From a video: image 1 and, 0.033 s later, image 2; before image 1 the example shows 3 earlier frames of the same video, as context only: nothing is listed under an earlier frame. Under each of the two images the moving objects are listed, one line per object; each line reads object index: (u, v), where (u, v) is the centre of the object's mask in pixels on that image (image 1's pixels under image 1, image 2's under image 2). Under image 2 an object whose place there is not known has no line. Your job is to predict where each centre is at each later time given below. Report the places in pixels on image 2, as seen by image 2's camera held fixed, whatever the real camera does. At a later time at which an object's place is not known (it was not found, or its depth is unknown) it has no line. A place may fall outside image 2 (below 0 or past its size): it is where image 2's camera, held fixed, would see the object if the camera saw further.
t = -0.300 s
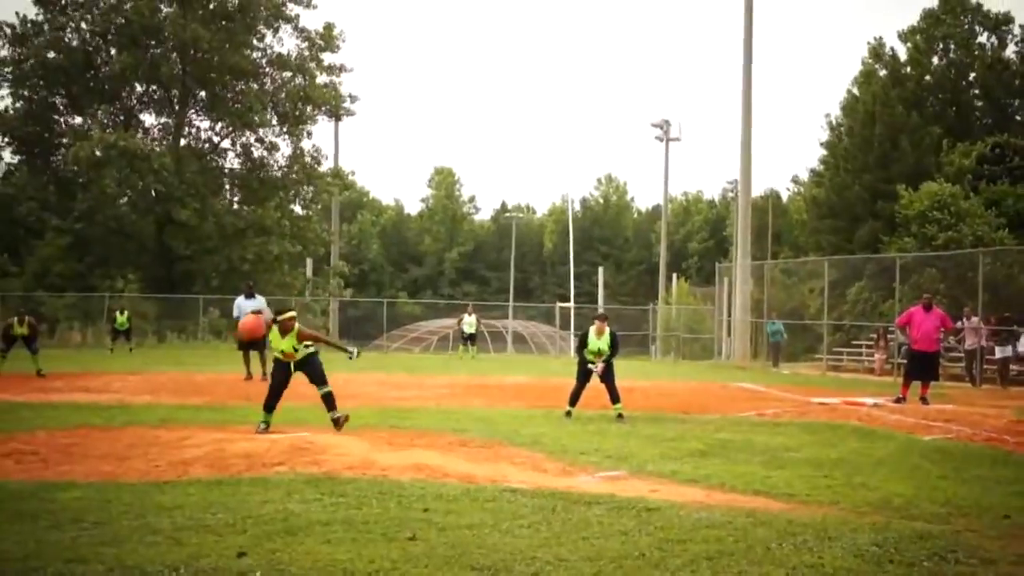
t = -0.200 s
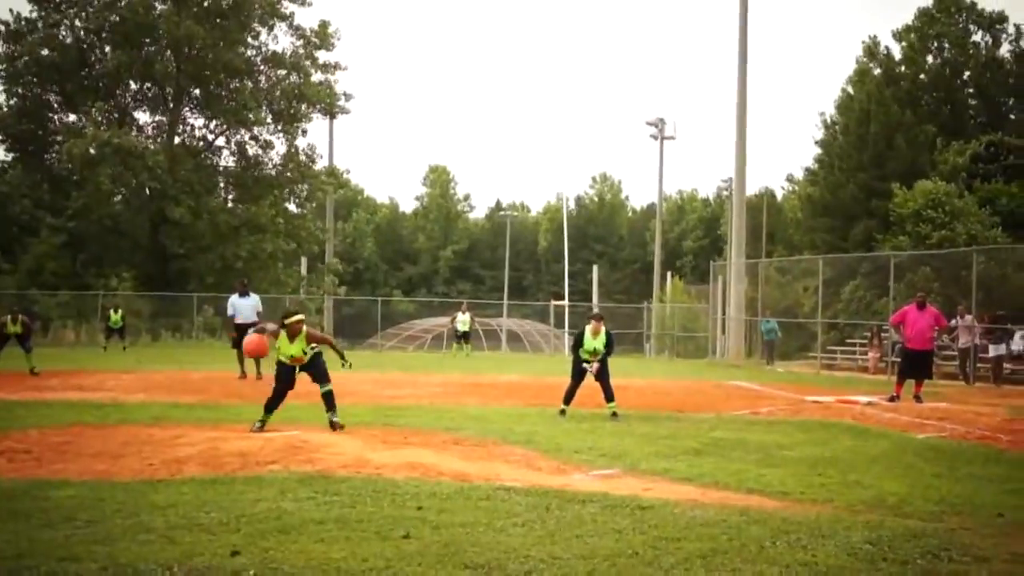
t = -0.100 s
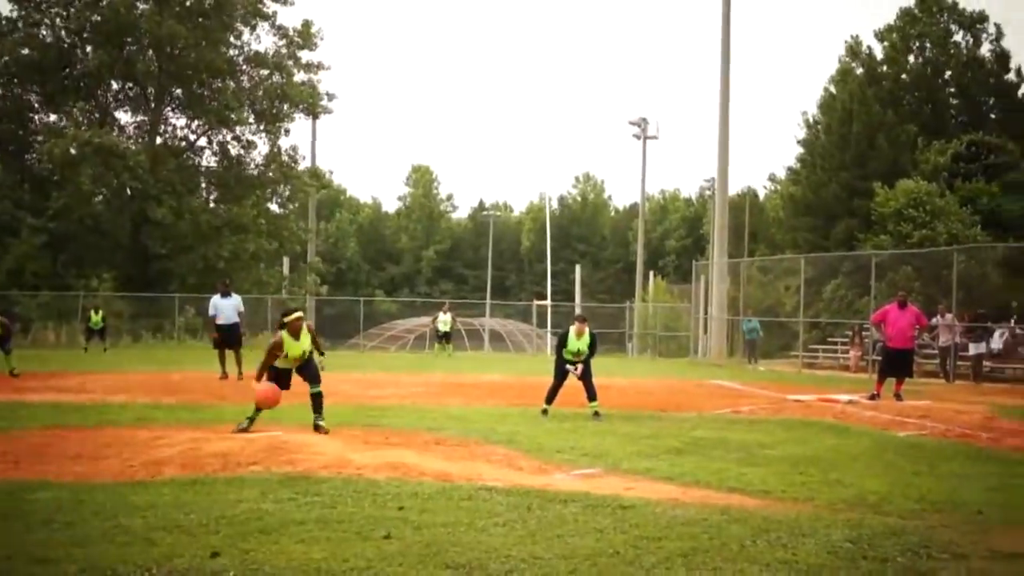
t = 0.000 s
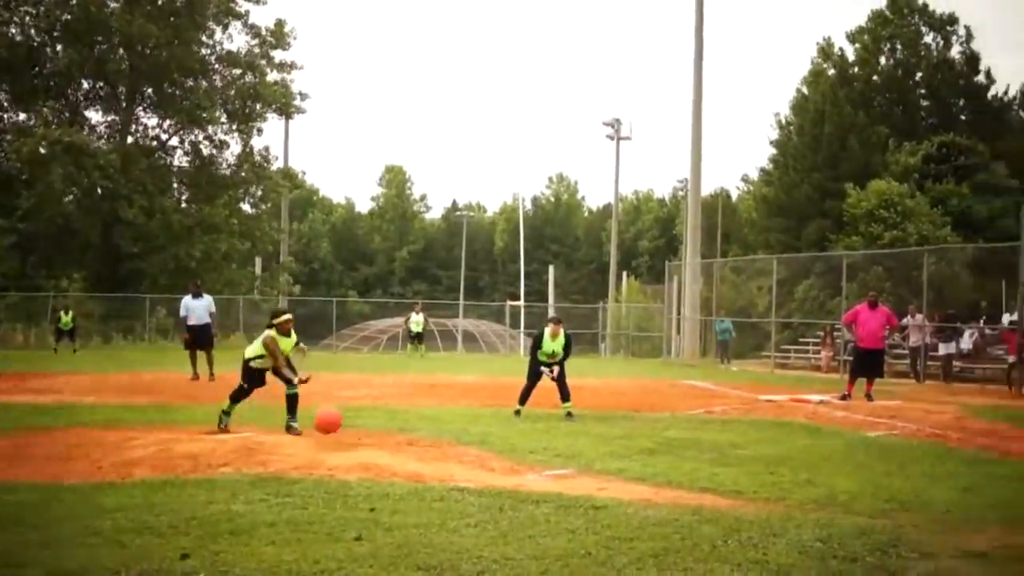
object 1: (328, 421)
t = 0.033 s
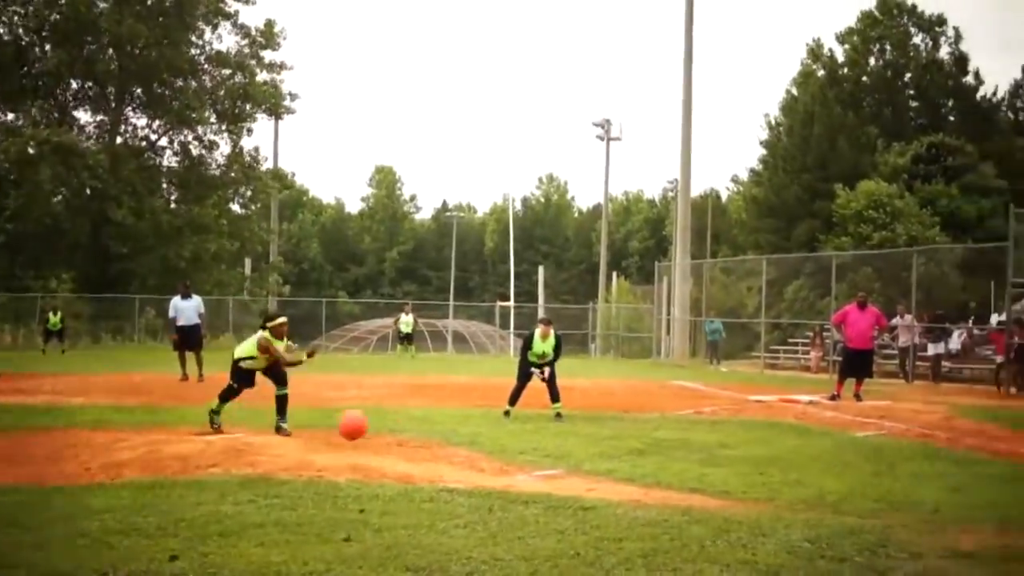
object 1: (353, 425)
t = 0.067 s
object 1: (388, 432)
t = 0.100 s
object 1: (424, 441)
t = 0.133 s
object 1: (462, 453)
